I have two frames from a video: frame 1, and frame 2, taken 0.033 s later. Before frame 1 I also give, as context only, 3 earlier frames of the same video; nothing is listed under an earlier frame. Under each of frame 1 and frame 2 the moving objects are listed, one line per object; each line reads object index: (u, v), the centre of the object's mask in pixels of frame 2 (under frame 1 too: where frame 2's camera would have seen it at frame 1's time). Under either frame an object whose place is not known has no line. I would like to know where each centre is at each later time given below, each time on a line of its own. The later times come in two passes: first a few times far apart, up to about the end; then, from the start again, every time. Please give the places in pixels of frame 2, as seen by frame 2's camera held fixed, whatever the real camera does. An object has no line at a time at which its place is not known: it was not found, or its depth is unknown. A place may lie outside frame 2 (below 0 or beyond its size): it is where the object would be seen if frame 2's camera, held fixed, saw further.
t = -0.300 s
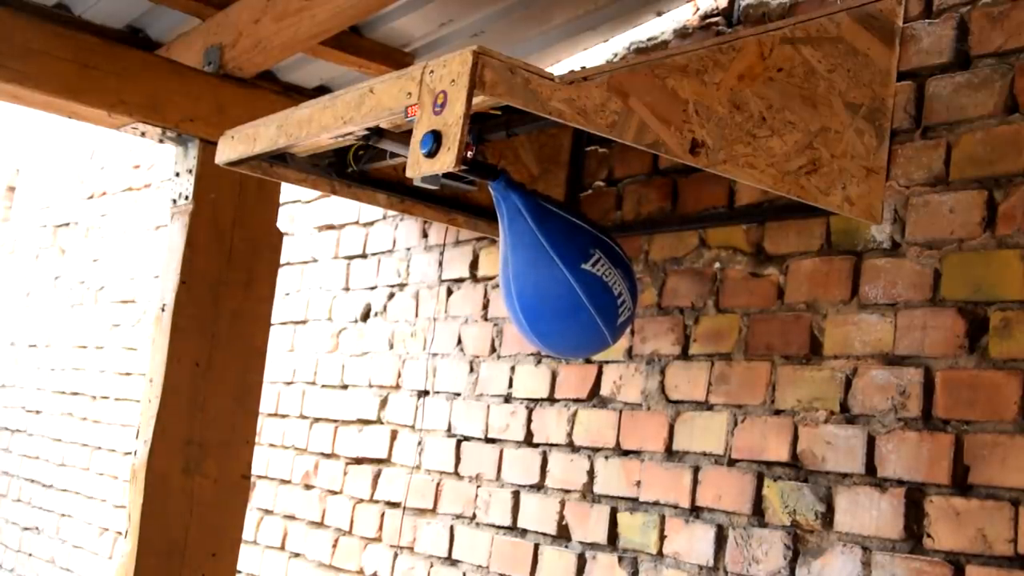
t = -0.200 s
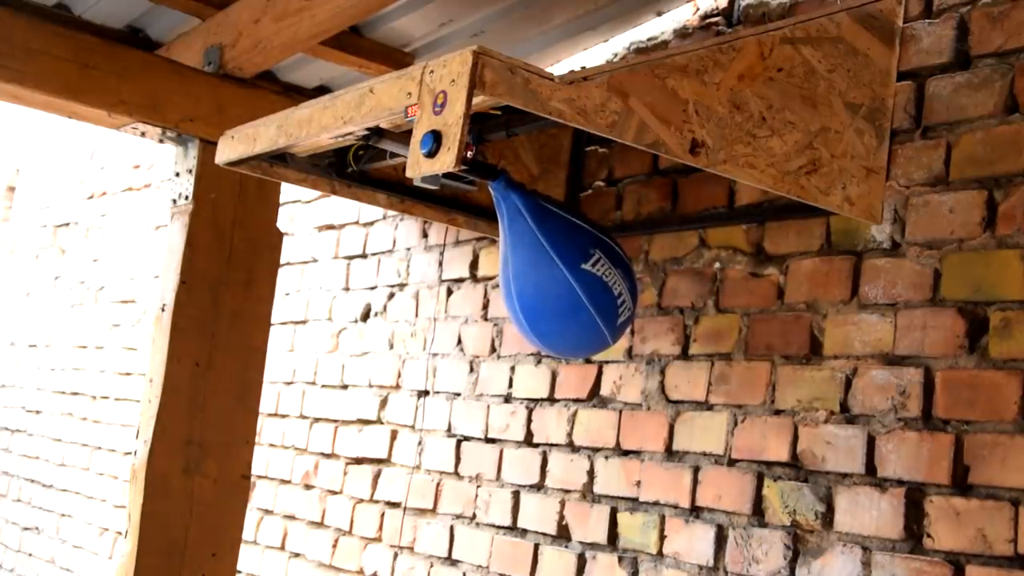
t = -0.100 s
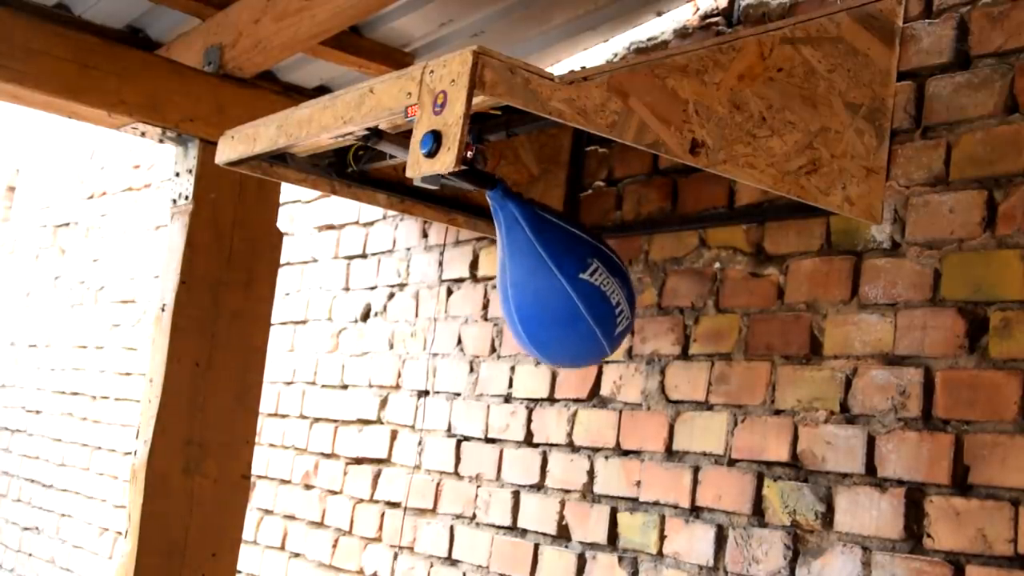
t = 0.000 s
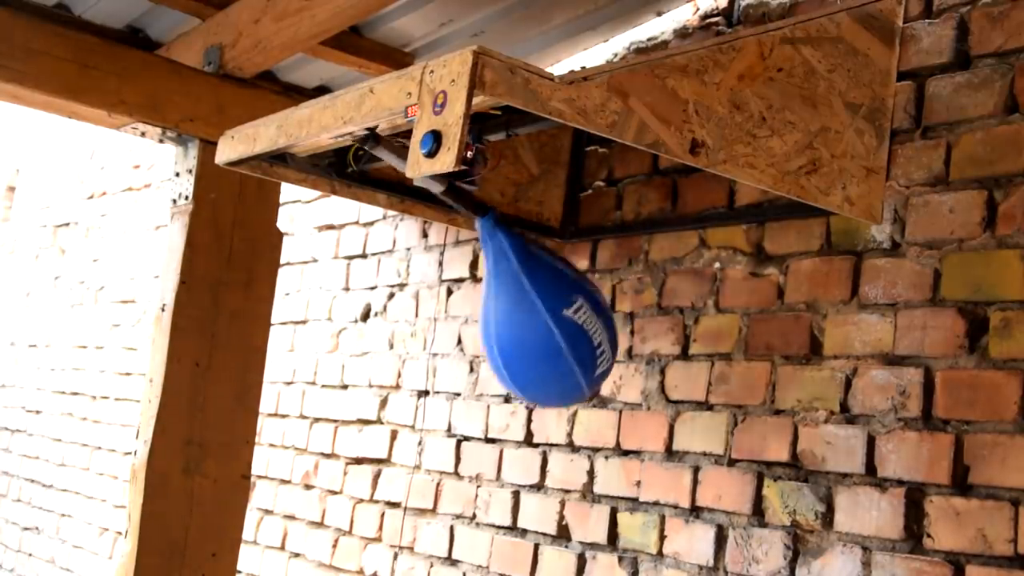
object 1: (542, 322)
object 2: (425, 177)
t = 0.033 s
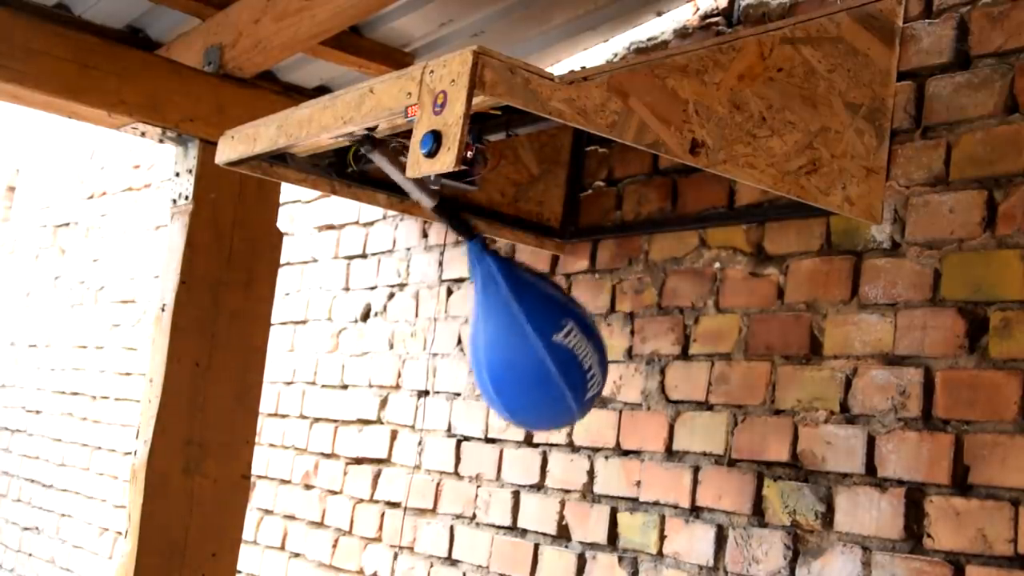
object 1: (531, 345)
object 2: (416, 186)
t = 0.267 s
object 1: (247, 434)
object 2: (333, 209)
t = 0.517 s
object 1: (240, 430)
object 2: (324, 214)
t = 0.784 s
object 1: (443, 417)
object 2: (377, 216)
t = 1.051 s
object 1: (420, 429)
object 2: (370, 216)
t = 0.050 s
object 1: (523, 357)
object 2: (407, 191)
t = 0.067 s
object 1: (513, 369)
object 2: (400, 198)
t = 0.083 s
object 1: (500, 381)
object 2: (392, 203)
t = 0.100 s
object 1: (485, 392)
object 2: (387, 208)
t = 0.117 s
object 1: (468, 404)
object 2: (384, 210)
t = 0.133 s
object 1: (448, 415)
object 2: (382, 212)
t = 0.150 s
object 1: (427, 423)
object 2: (378, 214)
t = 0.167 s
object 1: (405, 432)
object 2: (374, 214)
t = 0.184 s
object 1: (381, 438)
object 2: (369, 215)
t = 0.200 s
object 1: (357, 442)
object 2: (363, 215)
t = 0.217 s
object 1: (329, 443)
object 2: (356, 216)
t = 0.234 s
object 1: (300, 444)
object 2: (349, 213)
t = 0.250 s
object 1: (273, 440)
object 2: (341, 211)
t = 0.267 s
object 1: (247, 434)
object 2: (333, 209)
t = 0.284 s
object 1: (226, 424)
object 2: (324, 211)
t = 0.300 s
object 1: (211, 413)
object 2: (323, 212)
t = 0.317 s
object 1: (197, 399)
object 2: (325, 213)
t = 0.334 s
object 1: (184, 384)
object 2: (325, 213)
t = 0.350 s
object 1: (173, 370)
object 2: (323, 212)
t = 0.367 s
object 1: (168, 359)
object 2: (322, 212)
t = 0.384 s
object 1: (166, 356)
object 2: (322, 212)
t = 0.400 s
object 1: (169, 360)
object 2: (322, 212)
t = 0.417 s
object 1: (174, 370)
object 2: (323, 212)
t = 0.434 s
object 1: (181, 382)
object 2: (323, 212)
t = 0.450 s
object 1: (190, 394)
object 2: (323, 212)
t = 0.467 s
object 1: (201, 405)
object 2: (324, 213)
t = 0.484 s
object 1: (213, 415)
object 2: (324, 213)
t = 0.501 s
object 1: (225, 423)
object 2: (324, 213)
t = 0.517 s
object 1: (240, 430)
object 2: (324, 214)
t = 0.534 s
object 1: (256, 435)
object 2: (325, 214)
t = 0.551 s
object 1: (272, 439)
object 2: (326, 213)
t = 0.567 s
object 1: (288, 442)
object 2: (329, 213)
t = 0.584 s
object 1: (304, 445)
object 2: (334, 213)
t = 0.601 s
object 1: (320, 446)
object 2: (340, 213)
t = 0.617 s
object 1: (336, 446)
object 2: (345, 214)
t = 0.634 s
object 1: (351, 445)
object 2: (351, 216)
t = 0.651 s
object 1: (364, 444)
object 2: (356, 215)
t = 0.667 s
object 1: (376, 441)
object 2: (361, 217)
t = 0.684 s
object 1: (389, 438)
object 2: (366, 217)
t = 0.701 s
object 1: (400, 434)
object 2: (369, 217)
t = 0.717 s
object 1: (410, 431)
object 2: (372, 217)
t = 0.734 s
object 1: (419, 427)
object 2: (374, 217)
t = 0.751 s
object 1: (429, 424)
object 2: (376, 216)
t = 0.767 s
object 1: (436, 421)
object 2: (377, 216)
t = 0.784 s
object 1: (443, 417)
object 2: (377, 216)
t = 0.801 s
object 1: (449, 415)
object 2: (377, 216)
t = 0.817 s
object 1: (453, 412)
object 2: (378, 215)
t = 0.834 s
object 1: (457, 410)
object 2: (380, 214)
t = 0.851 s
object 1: (460, 409)
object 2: (382, 213)
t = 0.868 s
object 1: (461, 408)
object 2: (383, 213)
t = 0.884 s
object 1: (462, 407)
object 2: (383, 213)
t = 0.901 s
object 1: (462, 408)
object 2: (383, 213)
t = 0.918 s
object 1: (461, 408)
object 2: (383, 213)
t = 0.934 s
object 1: (459, 410)
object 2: (382, 213)
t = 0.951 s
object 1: (456, 411)
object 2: (381, 214)
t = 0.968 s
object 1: (452, 413)
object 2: (379, 214)
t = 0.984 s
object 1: (448, 416)
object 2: (378, 215)
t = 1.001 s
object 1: (442, 419)
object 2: (377, 215)
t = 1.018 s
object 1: (436, 422)
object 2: (375, 216)
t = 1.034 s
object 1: (429, 426)
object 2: (372, 216)
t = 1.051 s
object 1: (420, 429)
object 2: (370, 216)
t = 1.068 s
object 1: (411, 433)
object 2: (367, 216)
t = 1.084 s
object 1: (401, 436)
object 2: (364, 217)
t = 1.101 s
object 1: (390, 439)
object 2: (361, 217)
